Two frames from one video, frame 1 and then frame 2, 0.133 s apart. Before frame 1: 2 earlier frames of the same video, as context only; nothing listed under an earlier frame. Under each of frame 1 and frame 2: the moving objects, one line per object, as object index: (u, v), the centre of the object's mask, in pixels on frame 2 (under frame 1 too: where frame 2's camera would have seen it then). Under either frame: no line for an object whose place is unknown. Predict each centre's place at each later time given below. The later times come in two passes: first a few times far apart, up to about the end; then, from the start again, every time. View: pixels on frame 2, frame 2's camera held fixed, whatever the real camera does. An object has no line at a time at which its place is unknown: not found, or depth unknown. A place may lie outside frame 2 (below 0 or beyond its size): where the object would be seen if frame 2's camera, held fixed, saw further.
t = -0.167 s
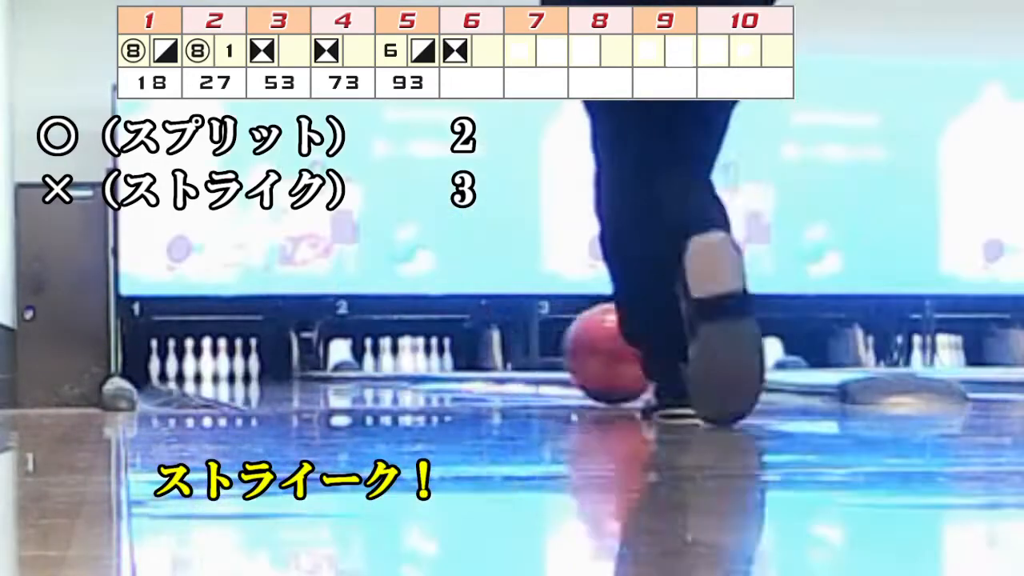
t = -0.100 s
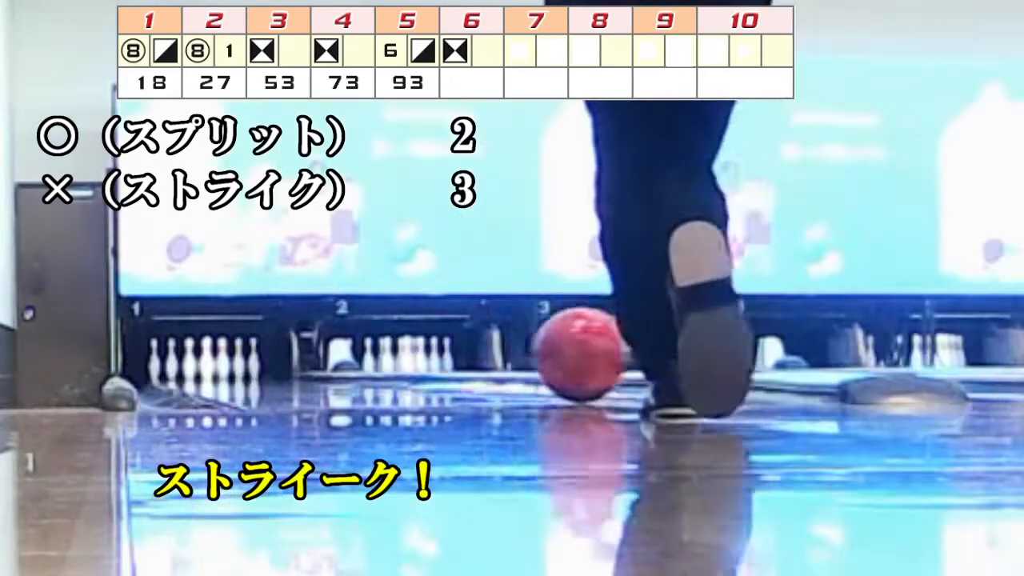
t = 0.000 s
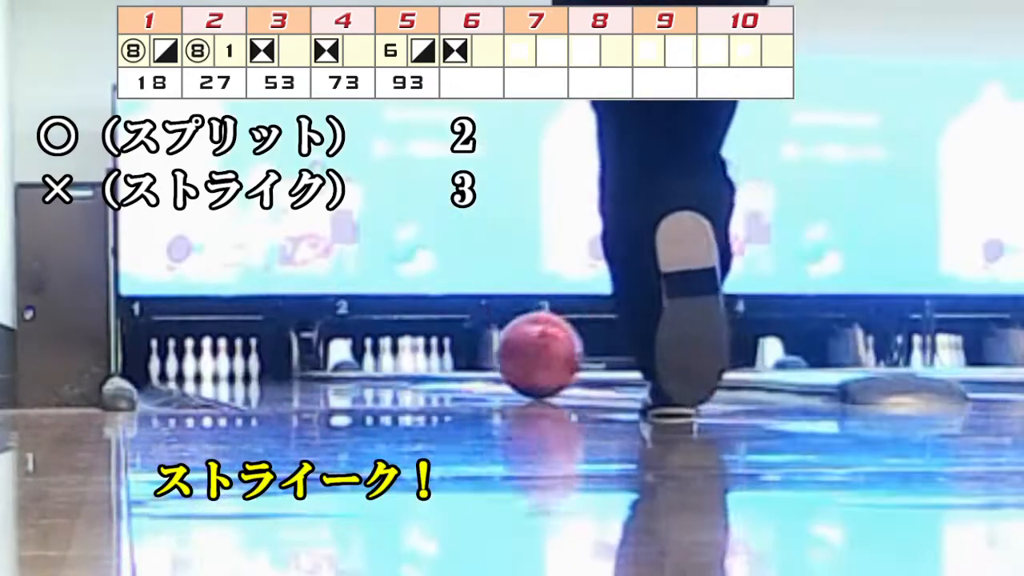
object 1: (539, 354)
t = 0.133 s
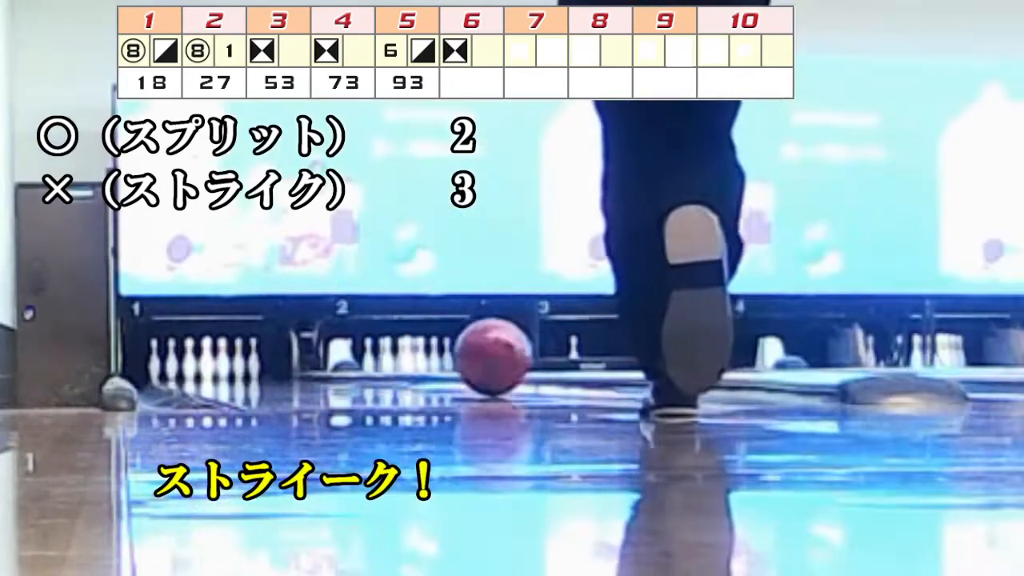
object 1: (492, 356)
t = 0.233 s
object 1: (463, 357)
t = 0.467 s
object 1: (412, 359)
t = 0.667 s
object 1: (377, 361)
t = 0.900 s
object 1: (346, 362)
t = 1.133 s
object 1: (321, 364)
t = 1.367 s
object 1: (300, 364)
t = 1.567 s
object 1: (286, 365)
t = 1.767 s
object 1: (273, 366)
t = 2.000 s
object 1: (260, 366)
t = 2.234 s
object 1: (248, 367)
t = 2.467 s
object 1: (237, 368)
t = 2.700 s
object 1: (226, 368)
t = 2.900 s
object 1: (219, 370)
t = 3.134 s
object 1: (213, 369)
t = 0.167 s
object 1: (483, 356)
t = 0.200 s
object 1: (473, 356)
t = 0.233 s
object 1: (463, 357)
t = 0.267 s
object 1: (456, 357)
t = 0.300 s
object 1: (448, 357)
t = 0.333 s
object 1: (440, 358)
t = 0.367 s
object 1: (433, 359)
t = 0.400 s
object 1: (425, 358)
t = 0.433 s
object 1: (419, 359)
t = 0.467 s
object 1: (412, 359)
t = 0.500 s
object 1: (405, 360)
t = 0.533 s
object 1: (400, 360)
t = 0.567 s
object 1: (394, 360)
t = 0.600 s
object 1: (388, 360)
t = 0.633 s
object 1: (383, 361)
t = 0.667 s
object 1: (377, 361)
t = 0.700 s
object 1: (373, 361)
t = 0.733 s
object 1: (368, 362)
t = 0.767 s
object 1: (364, 362)
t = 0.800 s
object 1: (359, 362)
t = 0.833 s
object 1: (355, 362)
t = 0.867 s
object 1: (350, 363)
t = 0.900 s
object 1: (346, 362)
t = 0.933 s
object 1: (342, 362)
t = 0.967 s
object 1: (339, 362)
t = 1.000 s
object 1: (335, 362)
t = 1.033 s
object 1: (332, 362)
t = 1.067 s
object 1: (327, 363)
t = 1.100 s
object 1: (324, 364)
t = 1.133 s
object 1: (321, 364)
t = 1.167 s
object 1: (317, 364)
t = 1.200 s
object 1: (315, 364)
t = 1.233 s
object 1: (312, 364)
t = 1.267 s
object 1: (309, 364)
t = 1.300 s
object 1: (306, 364)
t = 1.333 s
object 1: (302, 364)
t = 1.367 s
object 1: (300, 364)
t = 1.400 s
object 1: (298, 364)
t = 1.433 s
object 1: (295, 364)
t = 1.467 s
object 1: (293, 365)
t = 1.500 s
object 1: (290, 365)
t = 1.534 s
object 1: (288, 365)
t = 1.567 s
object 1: (286, 365)
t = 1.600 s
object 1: (284, 365)
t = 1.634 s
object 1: (281, 365)
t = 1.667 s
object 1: (280, 365)
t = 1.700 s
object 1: (277, 365)
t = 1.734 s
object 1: (275, 365)
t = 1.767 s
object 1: (273, 366)
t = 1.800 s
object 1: (271, 365)
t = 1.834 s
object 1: (269, 366)
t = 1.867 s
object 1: (266, 366)
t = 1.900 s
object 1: (265, 366)
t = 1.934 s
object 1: (263, 366)
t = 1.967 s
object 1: (262, 366)
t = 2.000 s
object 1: (260, 366)
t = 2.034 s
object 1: (258, 366)
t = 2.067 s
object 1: (256, 366)
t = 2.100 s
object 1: (255, 366)
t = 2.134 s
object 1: (253, 367)
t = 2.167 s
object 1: (251, 367)
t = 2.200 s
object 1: (249, 367)
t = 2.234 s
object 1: (248, 367)
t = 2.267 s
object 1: (247, 367)
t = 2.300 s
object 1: (245, 367)
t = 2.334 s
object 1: (244, 367)
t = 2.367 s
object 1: (242, 367)
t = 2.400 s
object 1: (241, 368)
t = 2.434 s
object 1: (238, 368)
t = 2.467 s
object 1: (237, 368)
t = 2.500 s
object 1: (236, 369)
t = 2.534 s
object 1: (233, 368)
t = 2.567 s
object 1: (232, 368)
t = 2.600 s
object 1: (231, 368)
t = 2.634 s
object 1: (230, 368)
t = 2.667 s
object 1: (228, 368)
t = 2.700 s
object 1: (226, 368)
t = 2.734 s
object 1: (226, 369)
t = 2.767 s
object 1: (225, 369)
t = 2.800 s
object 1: (224, 369)
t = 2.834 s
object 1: (223, 369)
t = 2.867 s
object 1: (221, 369)
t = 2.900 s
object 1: (219, 370)
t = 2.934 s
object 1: (218, 369)
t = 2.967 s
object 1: (215, 369)
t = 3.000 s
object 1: (214, 369)
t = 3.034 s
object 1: (213, 369)
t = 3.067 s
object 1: (213, 369)
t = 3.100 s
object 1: (213, 369)
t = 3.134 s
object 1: (213, 369)
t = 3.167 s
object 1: (211, 369)
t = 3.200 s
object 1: (209, 369)
